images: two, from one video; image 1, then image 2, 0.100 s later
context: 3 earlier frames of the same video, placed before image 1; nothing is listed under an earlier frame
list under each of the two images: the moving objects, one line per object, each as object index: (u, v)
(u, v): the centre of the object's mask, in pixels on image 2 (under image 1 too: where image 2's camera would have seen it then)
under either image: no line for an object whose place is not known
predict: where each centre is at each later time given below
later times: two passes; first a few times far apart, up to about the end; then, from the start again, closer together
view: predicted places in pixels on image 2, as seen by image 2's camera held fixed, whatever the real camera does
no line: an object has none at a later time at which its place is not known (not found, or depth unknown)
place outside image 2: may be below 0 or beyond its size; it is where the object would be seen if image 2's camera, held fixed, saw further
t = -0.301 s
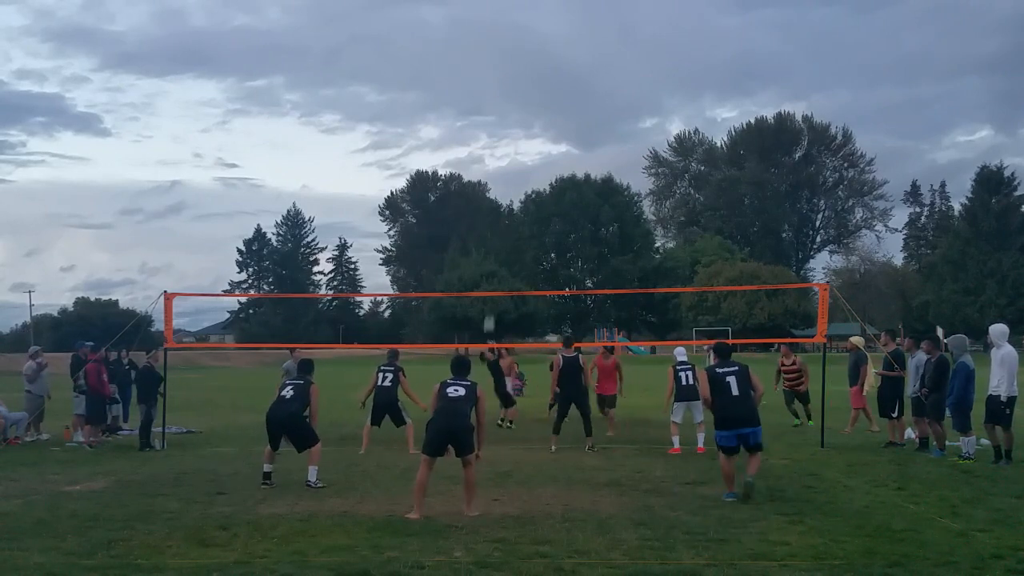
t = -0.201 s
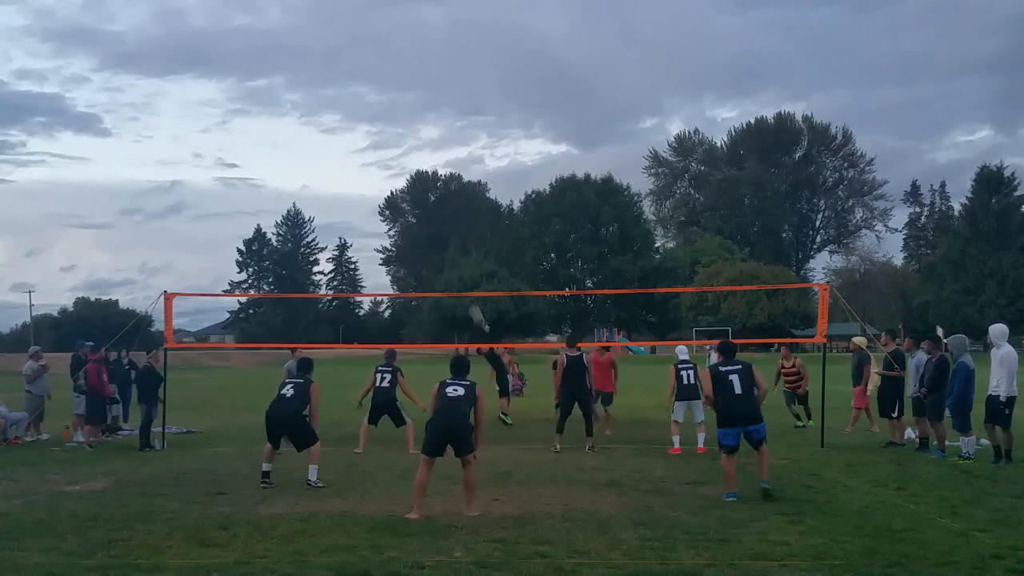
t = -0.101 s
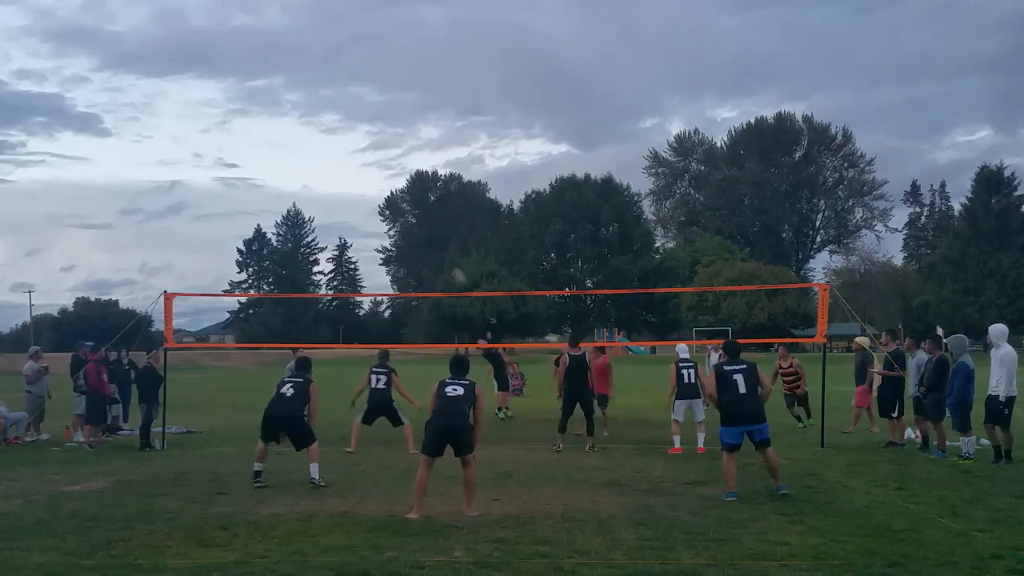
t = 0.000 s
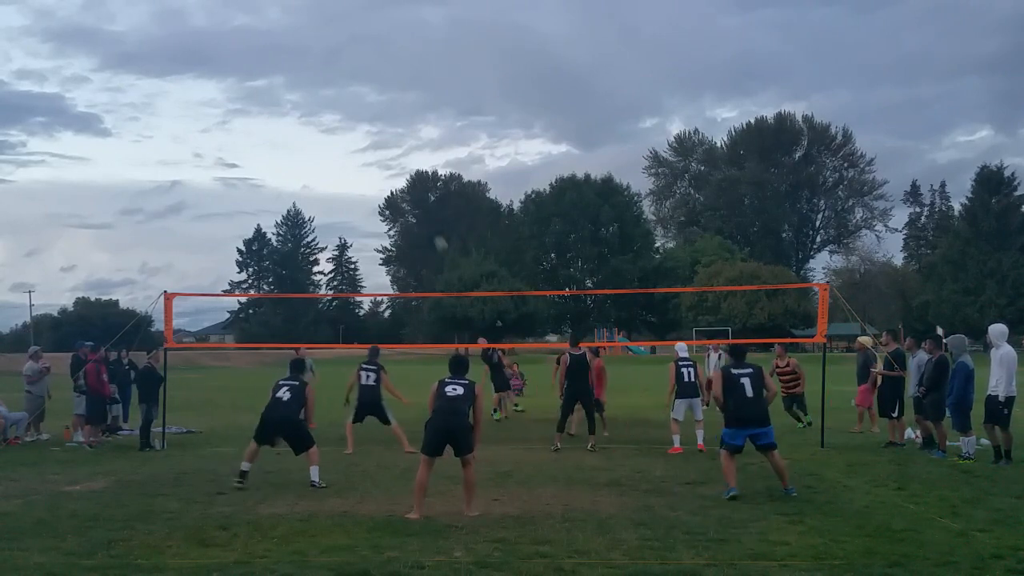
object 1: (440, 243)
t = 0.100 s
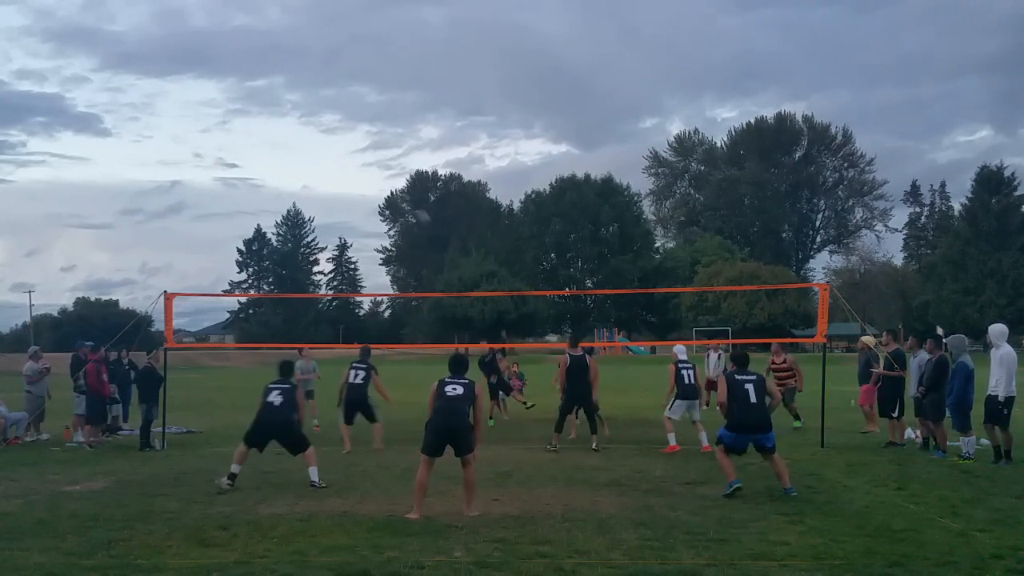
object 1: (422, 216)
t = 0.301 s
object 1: (387, 177)
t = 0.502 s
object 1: (351, 159)
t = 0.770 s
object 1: (303, 166)
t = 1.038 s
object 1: (256, 211)
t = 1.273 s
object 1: (215, 280)
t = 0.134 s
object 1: (416, 208)
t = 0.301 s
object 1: (387, 177)
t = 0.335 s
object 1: (380, 172)
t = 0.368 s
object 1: (374, 169)
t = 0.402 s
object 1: (368, 165)
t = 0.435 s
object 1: (363, 163)
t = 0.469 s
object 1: (357, 160)
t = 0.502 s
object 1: (351, 159)
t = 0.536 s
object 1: (345, 158)
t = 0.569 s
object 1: (339, 157)
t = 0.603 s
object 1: (333, 157)
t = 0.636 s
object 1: (327, 158)
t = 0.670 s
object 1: (321, 159)
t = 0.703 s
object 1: (315, 161)
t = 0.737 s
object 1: (309, 163)
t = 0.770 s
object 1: (303, 166)
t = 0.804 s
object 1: (297, 169)
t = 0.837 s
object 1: (292, 174)
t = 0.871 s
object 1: (286, 178)
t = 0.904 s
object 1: (279, 184)
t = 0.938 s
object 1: (274, 190)
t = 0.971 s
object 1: (268, 196)
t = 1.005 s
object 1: (262, 203)
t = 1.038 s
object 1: (256, 211)
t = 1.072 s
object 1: (250, 219)
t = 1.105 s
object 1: (244, 228)
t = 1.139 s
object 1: (238, 238)
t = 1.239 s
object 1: (221, 269)
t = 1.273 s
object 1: (215, 280)
